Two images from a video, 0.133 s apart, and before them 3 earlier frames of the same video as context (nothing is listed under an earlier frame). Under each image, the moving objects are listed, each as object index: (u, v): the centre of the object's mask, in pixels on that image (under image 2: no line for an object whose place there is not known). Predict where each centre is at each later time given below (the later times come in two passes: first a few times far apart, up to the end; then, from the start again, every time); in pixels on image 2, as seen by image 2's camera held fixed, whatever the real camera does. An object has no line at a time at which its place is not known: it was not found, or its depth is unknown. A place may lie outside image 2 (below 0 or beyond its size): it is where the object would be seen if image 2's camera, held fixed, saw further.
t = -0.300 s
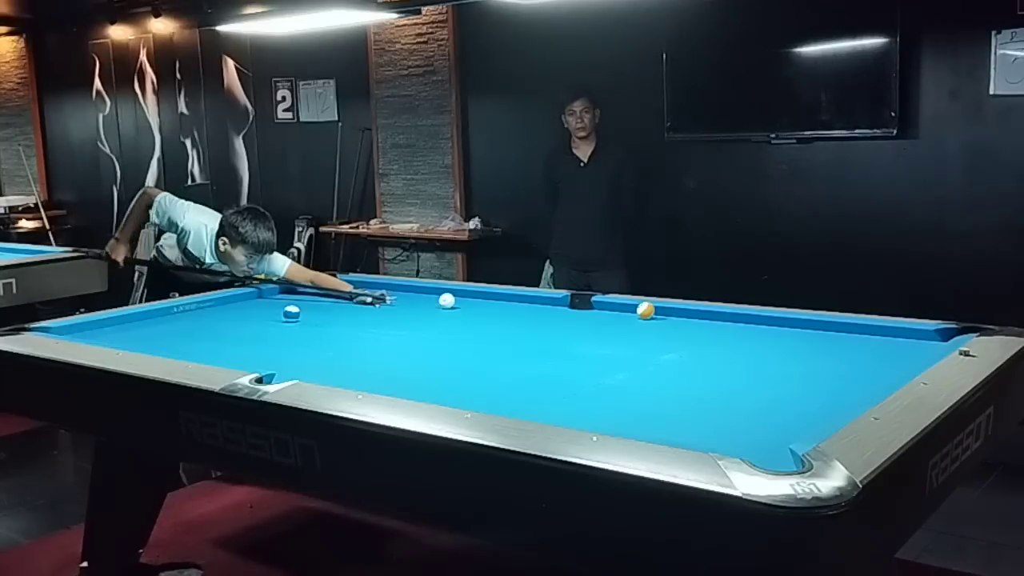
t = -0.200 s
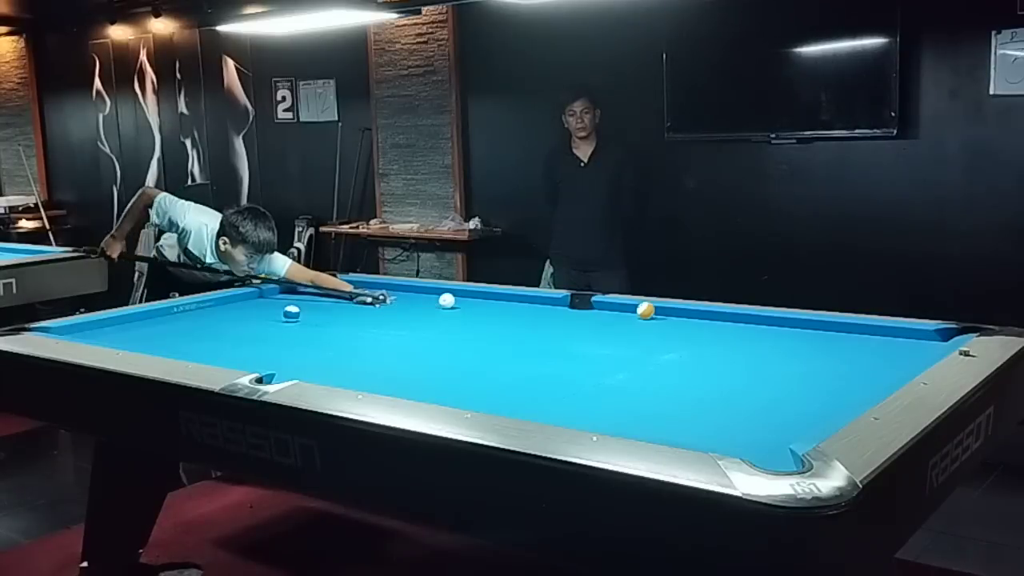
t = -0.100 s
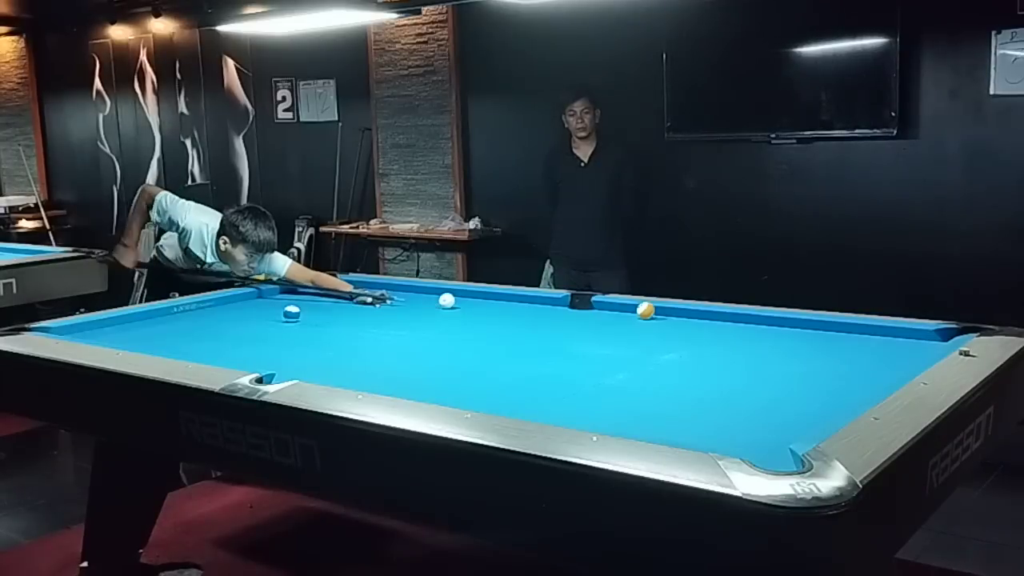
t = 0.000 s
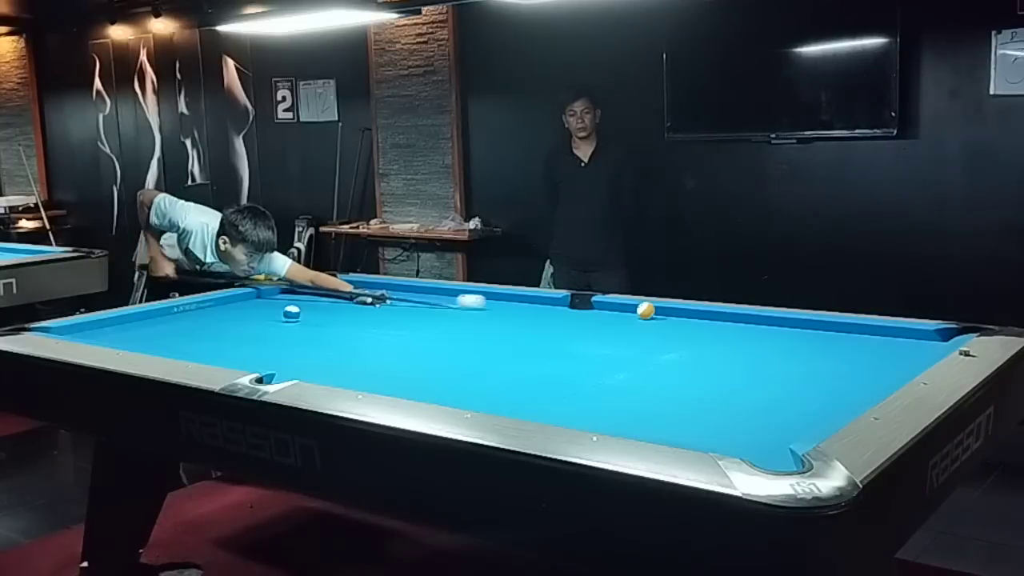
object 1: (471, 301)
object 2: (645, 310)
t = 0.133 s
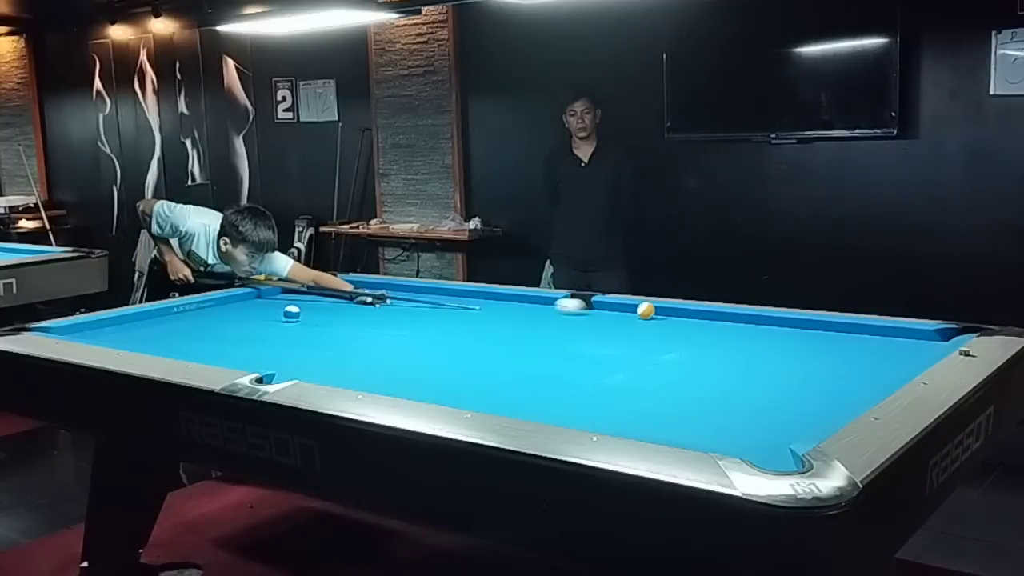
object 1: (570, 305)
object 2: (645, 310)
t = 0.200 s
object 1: (615, 307)
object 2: (646, 310)
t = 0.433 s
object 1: (624, 308)
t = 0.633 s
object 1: (610, 308)
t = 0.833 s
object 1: (597, 309)
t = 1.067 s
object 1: (584, 309)
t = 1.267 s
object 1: (574, 309)
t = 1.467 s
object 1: (564, 309)
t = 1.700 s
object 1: (554, 309)
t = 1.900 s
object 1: (547, 309)
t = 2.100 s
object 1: (541, 310)
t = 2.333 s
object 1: (535, 309)
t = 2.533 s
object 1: (531, 309)
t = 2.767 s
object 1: (528, 309)
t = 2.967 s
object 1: (527, 309)
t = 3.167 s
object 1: (526, 310)
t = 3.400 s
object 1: (526, 309)
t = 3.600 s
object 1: (526, 309)
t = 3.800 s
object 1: (527, 309)
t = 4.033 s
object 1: (526, 309)
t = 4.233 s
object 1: (527, 309)
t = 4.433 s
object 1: (527, 309)
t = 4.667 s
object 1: (527, 309)
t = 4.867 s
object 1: (527, 309)
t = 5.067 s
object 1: (526, 309)
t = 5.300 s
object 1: (526, 310)
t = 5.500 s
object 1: (526, 310)
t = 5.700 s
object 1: (526, 310)
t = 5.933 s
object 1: (526, 310)
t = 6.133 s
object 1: (526, 310)
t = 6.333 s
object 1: (526, 310)
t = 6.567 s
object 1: (526, 310)
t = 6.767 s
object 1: (527, 310)
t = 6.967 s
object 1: (526, 310)
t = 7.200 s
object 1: (526, 310)
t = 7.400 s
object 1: (526, 309)
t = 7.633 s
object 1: (526, 309)
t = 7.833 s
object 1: (527, 310)
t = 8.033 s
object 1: (526, 310)
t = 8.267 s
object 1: (526, 309)
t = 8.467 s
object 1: (526, 309)
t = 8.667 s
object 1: (526, 309)
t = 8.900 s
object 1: (526, 309)
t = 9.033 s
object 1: (526, 309)
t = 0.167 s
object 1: (592, 306)
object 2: (646, 310)
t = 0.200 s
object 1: (615, 307)
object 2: (646, 310)
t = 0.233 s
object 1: (631, 309)
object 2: (653, 310)
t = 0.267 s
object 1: (632, 308)
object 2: (673, 312)
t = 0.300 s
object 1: (632, 308)
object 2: (693, 313)
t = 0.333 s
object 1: (631, 308)
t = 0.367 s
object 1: (628, 308)
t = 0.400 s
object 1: (626, 308)
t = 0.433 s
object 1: (624, 308)
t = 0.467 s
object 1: (621, 308)
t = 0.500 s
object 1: (619, 308)
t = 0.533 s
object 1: (617, 308)
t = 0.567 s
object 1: (615, 308)
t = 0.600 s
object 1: (612, 308)
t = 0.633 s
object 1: (610, 308)
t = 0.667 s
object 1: (608, 308)
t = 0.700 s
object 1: (606, 308)
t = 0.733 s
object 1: (604, 309)
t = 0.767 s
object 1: (601, 308)
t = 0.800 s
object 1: (599, 309)
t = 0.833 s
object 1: (597, 309)
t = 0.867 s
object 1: (595, 309)
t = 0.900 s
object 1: (593, 309)
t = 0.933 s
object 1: (591, 309)
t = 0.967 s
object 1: (589, 309)
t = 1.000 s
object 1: (588, 309)
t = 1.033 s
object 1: (586, 309)
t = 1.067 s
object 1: (584, 309)
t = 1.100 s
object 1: (582, 309)
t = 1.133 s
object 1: (580, 309)
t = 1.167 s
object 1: (578, 309)
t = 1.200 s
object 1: (577, 309)
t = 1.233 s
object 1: (575, 309)
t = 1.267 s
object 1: (574, 309)
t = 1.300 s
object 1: (572, 309)
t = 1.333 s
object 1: (570, 309)
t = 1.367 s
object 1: (569, 309)
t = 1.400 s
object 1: (567, 309)
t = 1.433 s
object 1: (566, 309)
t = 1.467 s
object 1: (564, 309)
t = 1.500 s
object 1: (563, 309)
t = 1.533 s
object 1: (561, 309)
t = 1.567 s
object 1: (560, 309)
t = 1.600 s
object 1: (558, 309)
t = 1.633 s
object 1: (557, 309)
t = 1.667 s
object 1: (556, 309)
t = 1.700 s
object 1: (554, 309)
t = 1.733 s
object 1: (553, 309)
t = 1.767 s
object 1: (552, 309)
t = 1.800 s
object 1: (551, 309)
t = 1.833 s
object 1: (550, 309)
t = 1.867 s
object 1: (549, 309)
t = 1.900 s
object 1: (547, 309)
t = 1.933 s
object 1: (546, 309)
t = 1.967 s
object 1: (545, 309)
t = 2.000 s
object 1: (544, 310)
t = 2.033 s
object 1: (543, 309)
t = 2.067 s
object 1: (542, 309)
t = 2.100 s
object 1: (541, 310)
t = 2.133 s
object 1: (540, 310)
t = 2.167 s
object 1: (539, 310)
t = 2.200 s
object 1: (539, 309)
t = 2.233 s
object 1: (538, 309)
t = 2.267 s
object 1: (537, 310)
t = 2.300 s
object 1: (536, 310)
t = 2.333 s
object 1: (535, 309)
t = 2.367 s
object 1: (535, 309)
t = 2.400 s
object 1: (534, 309)
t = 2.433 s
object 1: (533, 309)
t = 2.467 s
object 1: (533, 309)
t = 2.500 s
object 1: (532, 309)
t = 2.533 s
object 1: (531, 309)
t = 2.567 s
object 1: (531, 309)
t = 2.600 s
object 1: (530, 309)
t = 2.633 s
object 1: (530, 309)
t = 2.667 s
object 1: (529, 309)
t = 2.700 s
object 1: (529, 309)
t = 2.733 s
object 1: (529, 309)
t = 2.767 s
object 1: (528, 309)
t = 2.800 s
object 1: (528, 309)
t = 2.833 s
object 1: (528, 309)
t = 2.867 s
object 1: (527, 309)
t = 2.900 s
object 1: (527, 309)
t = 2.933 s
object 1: (527, 309)
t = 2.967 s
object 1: (527, 309)
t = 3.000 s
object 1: (526, 309)
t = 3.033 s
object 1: (526, 309)
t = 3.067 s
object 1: (526, 309)
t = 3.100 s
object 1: (526, 310)
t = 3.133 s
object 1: (526, 309)
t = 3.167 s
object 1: (526, 310)
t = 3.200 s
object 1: (526, 310)
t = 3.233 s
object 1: (526, 309)
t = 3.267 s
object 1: (526, 309)
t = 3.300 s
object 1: (526, 309)
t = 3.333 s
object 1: (526, 309)
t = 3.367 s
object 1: (526, 309)
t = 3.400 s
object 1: (526, 309)
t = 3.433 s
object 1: (526, 309)
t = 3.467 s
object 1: (526, 309)
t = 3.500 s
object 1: (526, 309)
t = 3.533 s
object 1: (526, 309)
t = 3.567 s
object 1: (526, 309)
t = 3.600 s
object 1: (526, 309)
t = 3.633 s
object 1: (526, 309)
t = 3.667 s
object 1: (526, 309)
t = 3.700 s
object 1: (526, 309)
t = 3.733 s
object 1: (526, 309)
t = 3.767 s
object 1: (526, 309)
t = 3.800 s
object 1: (527, 309)
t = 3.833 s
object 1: (526, 309)
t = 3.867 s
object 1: (526, 309)
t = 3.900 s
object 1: (526, 309)
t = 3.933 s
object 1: (526, 309)
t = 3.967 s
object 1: (526, 309)
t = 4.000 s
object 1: (526, 309)
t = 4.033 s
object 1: (526, 309)
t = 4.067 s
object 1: (526, 309)
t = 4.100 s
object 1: (526, 309)
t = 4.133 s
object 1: (526, 309)
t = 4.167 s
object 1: (527, 309)
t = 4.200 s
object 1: (527, 309)
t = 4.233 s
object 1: (527, 309)
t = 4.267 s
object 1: (526, 309)
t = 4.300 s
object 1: (526, 309)
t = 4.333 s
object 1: (526, 309)
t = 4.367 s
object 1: (526, 309)
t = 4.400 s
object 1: (526, 309)
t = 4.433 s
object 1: (527, 309)
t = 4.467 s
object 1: (527, 309)
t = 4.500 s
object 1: (527, 309)
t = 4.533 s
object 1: (527, 309)
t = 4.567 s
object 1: (527, 309)
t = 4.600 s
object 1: (526, 309)
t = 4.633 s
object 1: (526, 309)
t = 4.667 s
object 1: (527, 309)
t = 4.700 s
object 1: (526, 309)
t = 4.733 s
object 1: (527, 309)
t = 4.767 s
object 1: (526, 309)
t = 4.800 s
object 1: (526, 309)
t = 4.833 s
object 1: (526, 309)
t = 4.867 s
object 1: (527, 309)
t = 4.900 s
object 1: (526, 309)
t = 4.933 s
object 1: (527, 309)
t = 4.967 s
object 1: (526, 309)
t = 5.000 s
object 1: (527, 309)
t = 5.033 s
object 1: (526, 309)
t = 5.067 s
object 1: (526, 309)
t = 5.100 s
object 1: (526, 309)
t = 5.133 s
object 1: (526, 309)
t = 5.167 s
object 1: (527, 310)
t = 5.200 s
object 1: (526, 310)
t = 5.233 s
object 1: (526, 310)
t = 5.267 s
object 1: (526, 310)
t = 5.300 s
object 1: (526, 310)
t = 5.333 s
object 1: (526, 310)
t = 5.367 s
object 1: (526, 310)
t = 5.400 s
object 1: (527, 309)
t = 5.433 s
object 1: (527, 309)
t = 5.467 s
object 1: (526, 310)
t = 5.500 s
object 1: (526, 310)
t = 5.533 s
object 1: (526, 310)
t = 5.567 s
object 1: (526, 310)
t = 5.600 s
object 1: (526, 310)
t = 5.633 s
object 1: (526, 310)
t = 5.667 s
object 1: (526, 310)
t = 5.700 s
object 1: (526, 310)
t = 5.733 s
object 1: (526, 310)
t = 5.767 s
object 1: (526, 310)
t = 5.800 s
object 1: (526, 310)
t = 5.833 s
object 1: (526, 310)
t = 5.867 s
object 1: (526, 310)
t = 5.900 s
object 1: (526, 310)
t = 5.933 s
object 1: (526, 310)
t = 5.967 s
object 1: (526, 310)
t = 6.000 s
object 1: (526, 310)
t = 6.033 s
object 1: (526, 310)
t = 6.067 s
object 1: (526, 310)
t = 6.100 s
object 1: (526, 310)
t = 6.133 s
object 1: (526, 310)
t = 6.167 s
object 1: (526, 310)
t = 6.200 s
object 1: (526, 310)
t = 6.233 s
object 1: (526, 310)
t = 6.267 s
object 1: (526, 310)
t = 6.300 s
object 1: (526, 310)
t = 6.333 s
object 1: (526, 310)
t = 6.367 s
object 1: (526, 310)
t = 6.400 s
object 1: (526, 310)
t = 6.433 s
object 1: (526, 310)
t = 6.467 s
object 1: (526, 310)
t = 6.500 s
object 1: (526, 310)
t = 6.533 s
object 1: (526, 310)
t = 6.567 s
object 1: (526, 310)
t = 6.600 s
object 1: (526, 310)
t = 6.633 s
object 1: (526, 310)
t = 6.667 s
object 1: (526, 310)
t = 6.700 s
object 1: (526, 310)
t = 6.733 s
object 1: (527, 310)
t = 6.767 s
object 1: (527, 310)
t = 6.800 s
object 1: (527, 310)
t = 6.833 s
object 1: (527, 310)
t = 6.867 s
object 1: (526, 309)
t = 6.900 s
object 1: (526, 310)
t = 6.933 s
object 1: (526, 310)
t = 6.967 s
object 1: (526, 310)
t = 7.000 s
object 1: (526, 309)
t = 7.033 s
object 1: (526, 309)
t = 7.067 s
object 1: (526, 310)
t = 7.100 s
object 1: (526, 309)
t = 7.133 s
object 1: (526, 310)
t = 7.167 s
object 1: (526, 310)
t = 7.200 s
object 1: (526, 310)
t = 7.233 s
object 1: (526, 309)
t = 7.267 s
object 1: (526, 309)
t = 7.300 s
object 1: (526, 310)
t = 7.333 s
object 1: (526, 309)
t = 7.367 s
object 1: (526, 309)
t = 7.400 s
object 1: (526, 309)
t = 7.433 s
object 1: (526, 309)
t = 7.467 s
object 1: (527, 310)
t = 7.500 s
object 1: (526, 309)
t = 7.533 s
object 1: (526, 309)
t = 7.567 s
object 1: (526, 310)
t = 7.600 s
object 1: (527, 310)
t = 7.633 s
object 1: (526, 309)
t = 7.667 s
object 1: (527, 310)
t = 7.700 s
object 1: (527, 310)
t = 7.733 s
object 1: (527, 310)
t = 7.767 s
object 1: (526, 309)
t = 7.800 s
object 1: (527, 310)
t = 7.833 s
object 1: (527, 310)
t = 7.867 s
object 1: (527, 310)
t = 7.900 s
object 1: (527, 310)
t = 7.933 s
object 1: (527, 310)
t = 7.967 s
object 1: (526, 310)
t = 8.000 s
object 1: (526, 310)
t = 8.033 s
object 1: (526, 310)
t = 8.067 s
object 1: (526, 310)
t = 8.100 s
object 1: (527, 309)
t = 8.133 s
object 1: (526, 309)
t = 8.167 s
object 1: (526, 309)
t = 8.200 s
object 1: (526, 309)
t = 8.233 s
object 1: (526, 309)
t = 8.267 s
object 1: (526, 309)
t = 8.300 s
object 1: (526, 309)
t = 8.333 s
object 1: (526, 309)
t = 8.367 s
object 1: (526, 309)
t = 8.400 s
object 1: (526, 309)
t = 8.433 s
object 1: (526, 309)
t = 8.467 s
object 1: (526, 309)
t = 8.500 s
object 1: (526, 309)
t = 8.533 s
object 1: (526, 309)
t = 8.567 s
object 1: (526, 309)
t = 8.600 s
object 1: (526, 309)
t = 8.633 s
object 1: (526, 309)
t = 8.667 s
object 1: (526, 309)
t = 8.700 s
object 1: (526, 309)
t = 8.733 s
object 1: (526, 309)
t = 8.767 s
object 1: (526, 309)
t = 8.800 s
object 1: (526, 309)
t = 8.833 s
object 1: (526, 309)
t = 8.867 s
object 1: (526, 309)
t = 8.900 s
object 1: (526, 309)
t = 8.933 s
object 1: (526, 309)
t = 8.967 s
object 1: (526, 309)
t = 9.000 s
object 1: (526, 309)
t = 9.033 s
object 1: (526, 309)
